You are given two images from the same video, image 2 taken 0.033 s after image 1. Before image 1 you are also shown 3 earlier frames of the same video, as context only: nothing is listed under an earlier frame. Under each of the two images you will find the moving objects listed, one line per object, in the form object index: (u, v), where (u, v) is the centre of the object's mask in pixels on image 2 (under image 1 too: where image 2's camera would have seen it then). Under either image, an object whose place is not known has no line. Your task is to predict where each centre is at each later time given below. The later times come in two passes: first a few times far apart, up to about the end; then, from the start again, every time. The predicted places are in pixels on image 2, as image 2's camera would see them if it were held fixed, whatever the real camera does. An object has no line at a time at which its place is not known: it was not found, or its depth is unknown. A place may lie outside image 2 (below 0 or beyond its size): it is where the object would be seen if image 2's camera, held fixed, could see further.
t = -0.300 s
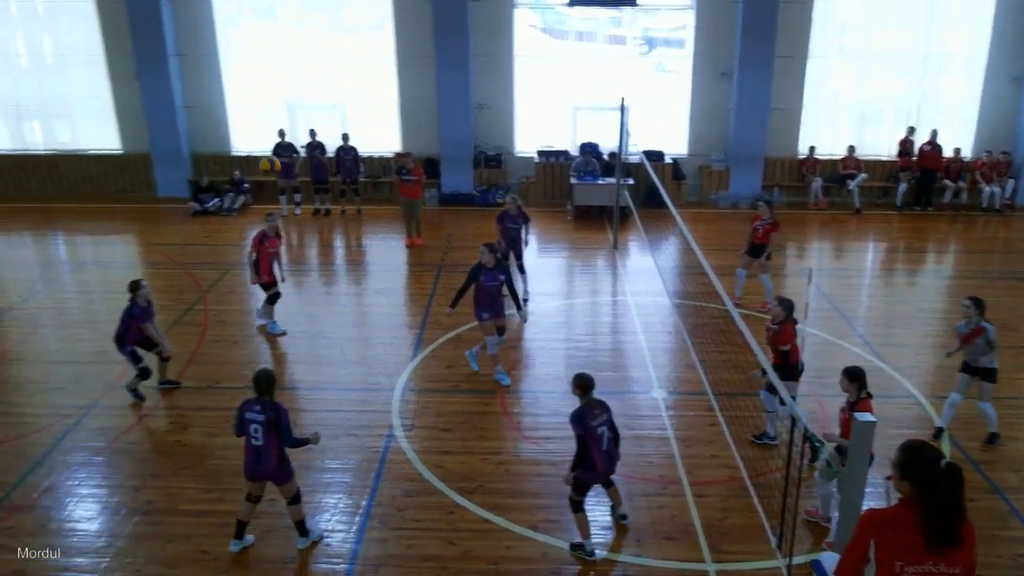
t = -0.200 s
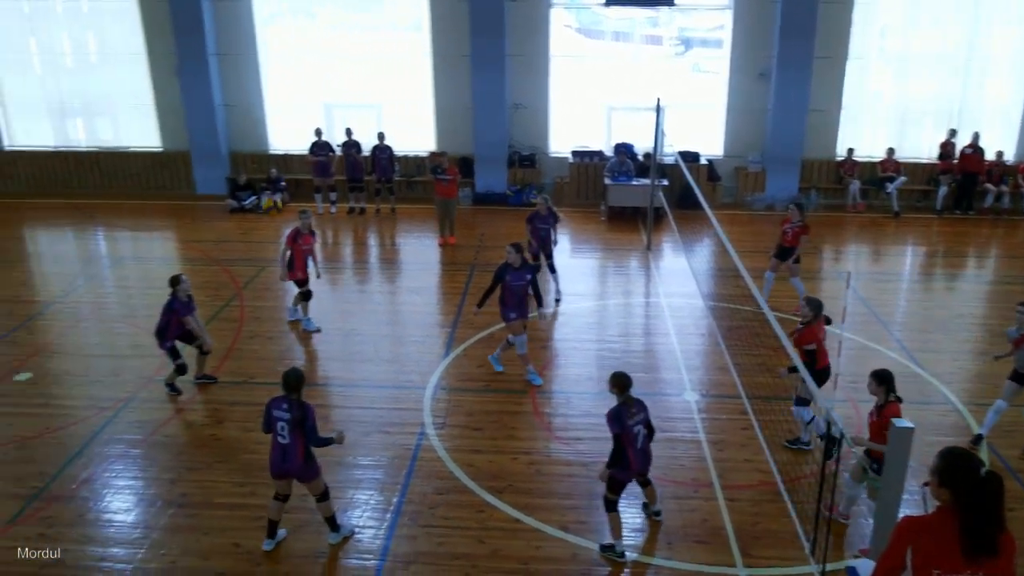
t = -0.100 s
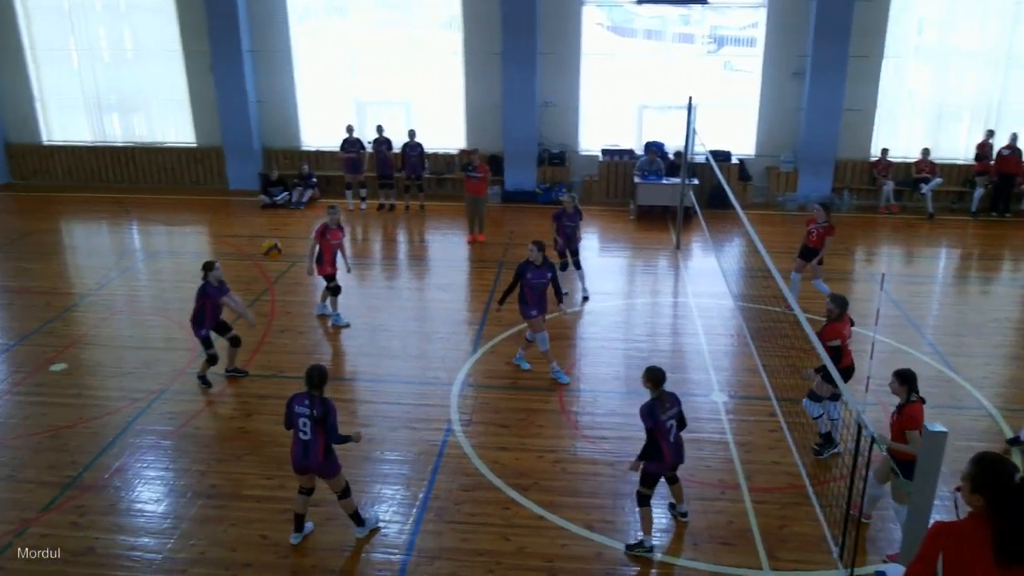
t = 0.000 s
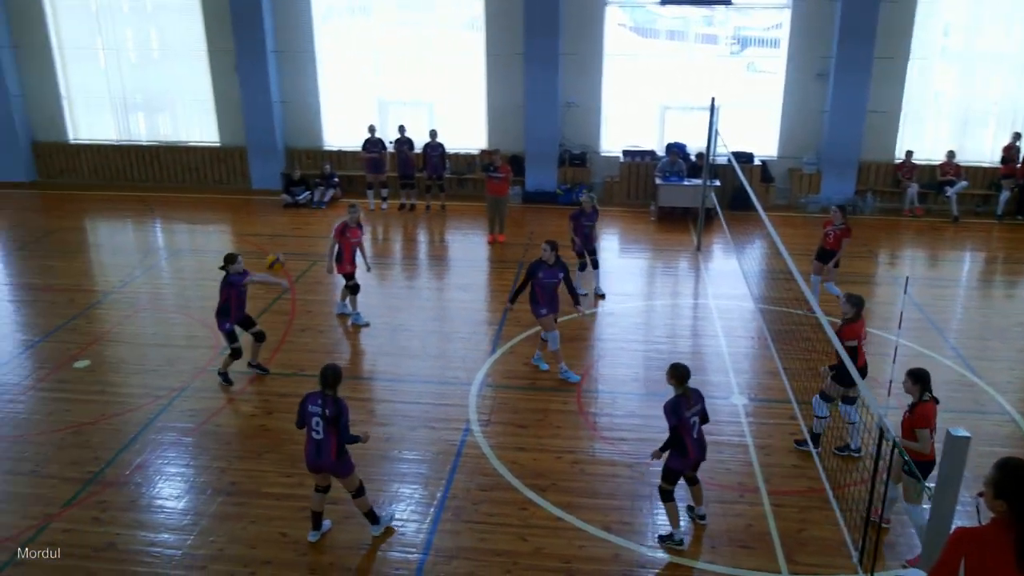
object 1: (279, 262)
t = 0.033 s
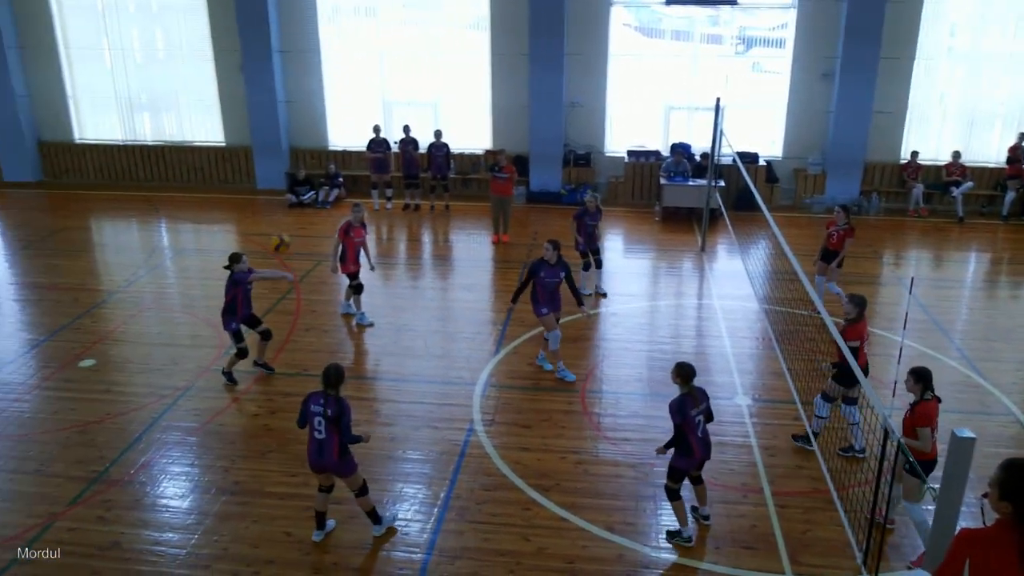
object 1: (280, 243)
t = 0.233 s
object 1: (290, 137)
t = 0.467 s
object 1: (304, 49)
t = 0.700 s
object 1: (325, 10)
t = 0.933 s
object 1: (352, 30)
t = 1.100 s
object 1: (374, 81)
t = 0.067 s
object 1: (282, 224)
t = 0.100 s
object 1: (282, 203)
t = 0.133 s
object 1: (284, 186)
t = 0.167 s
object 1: (286, 169)
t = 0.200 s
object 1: (288, 153)
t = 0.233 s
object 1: (290, 137)
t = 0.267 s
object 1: (291, 122)
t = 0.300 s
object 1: (293, 108)
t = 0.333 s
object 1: (295, 94)
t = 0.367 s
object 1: (297, 81)
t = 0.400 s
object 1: (299, 70)
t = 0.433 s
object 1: (302, 59)
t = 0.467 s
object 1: (304, 49)
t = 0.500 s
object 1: (307, 40)
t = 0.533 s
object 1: (310, 32)
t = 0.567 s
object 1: (312, 26)
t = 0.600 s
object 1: (315, 21)
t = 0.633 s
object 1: (318, 16)
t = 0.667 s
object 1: (322, 13)
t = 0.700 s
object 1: (325, 10)
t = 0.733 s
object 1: (328, 10)
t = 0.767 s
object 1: (332, 10)
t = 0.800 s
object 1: (336, 11)
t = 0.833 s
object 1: (340, 14)
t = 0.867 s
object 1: (344, 19)
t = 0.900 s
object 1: (348, 24)
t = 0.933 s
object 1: (352, 30)
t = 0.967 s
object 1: (356, 38)
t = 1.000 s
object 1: (361, 47)
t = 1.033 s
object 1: (365, 57)
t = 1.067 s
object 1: (370, 69)
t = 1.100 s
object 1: (374, 81)
